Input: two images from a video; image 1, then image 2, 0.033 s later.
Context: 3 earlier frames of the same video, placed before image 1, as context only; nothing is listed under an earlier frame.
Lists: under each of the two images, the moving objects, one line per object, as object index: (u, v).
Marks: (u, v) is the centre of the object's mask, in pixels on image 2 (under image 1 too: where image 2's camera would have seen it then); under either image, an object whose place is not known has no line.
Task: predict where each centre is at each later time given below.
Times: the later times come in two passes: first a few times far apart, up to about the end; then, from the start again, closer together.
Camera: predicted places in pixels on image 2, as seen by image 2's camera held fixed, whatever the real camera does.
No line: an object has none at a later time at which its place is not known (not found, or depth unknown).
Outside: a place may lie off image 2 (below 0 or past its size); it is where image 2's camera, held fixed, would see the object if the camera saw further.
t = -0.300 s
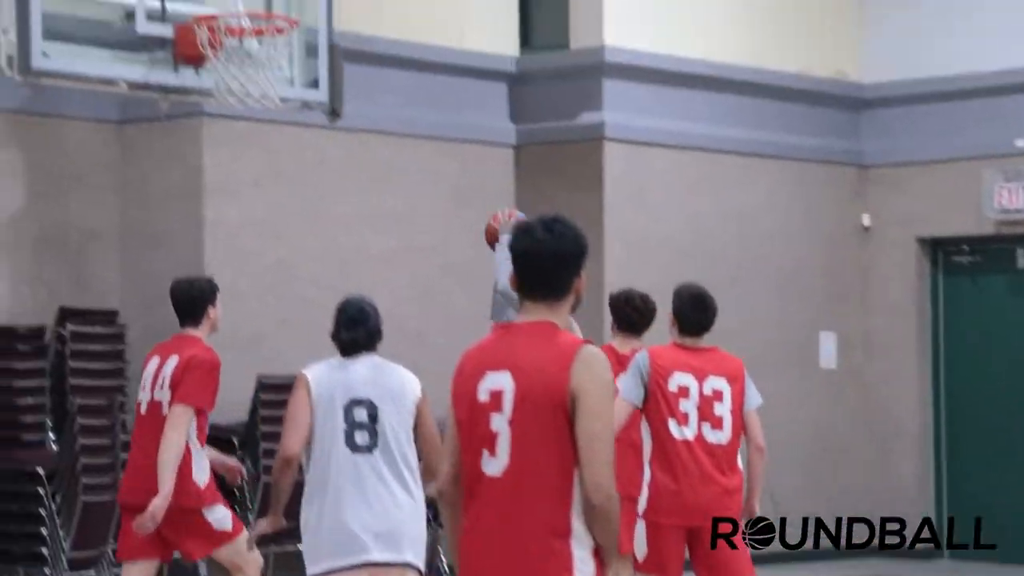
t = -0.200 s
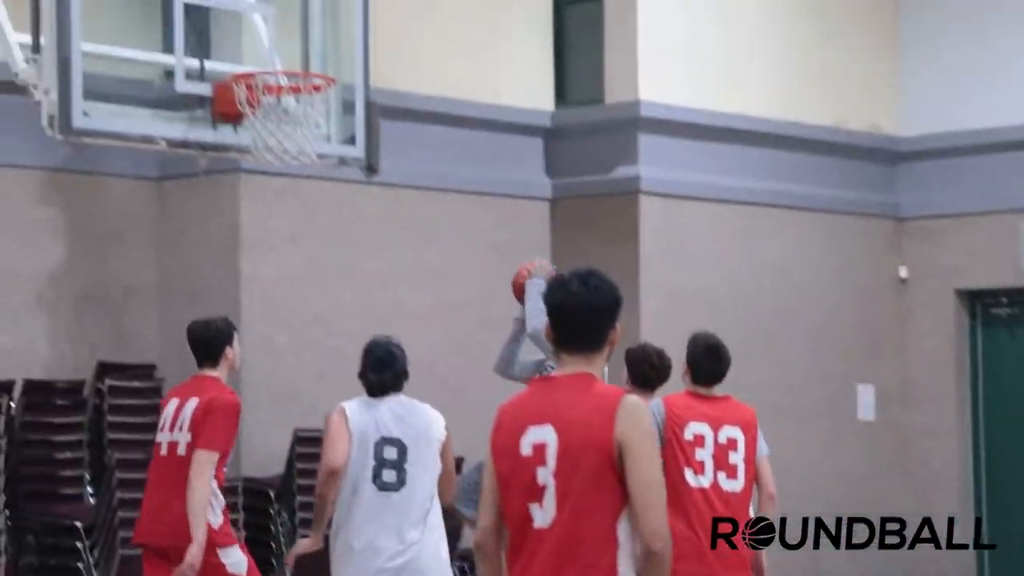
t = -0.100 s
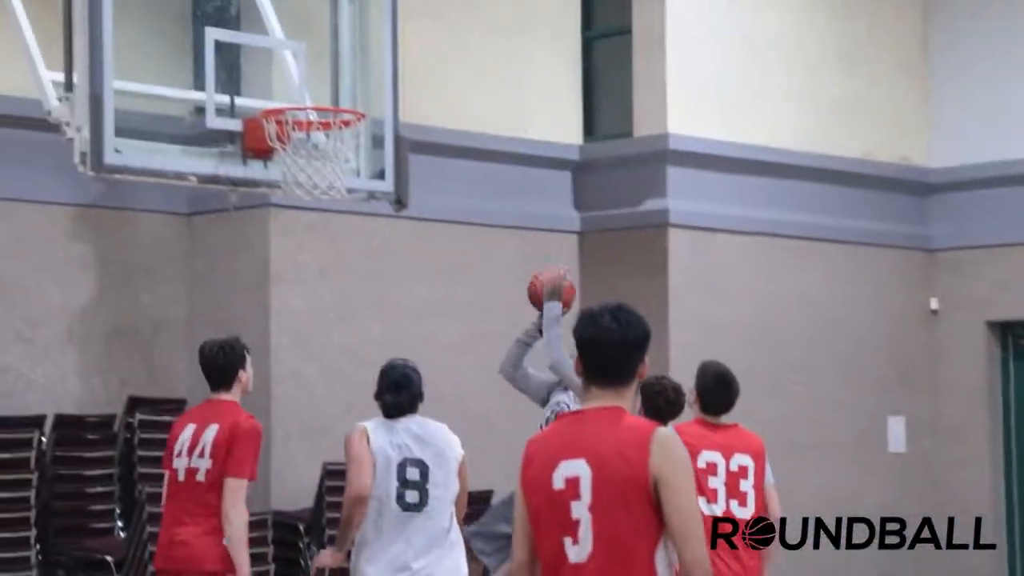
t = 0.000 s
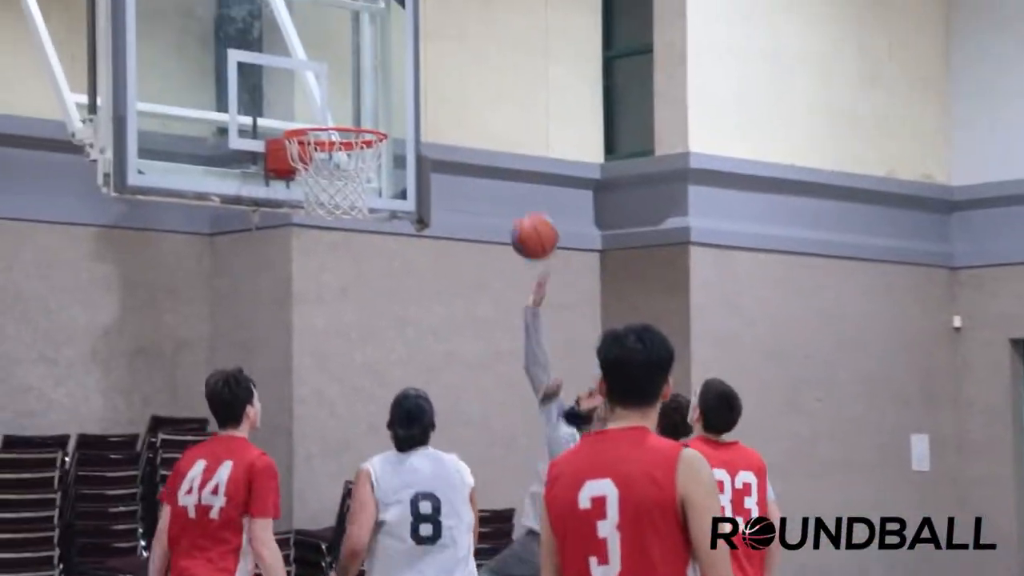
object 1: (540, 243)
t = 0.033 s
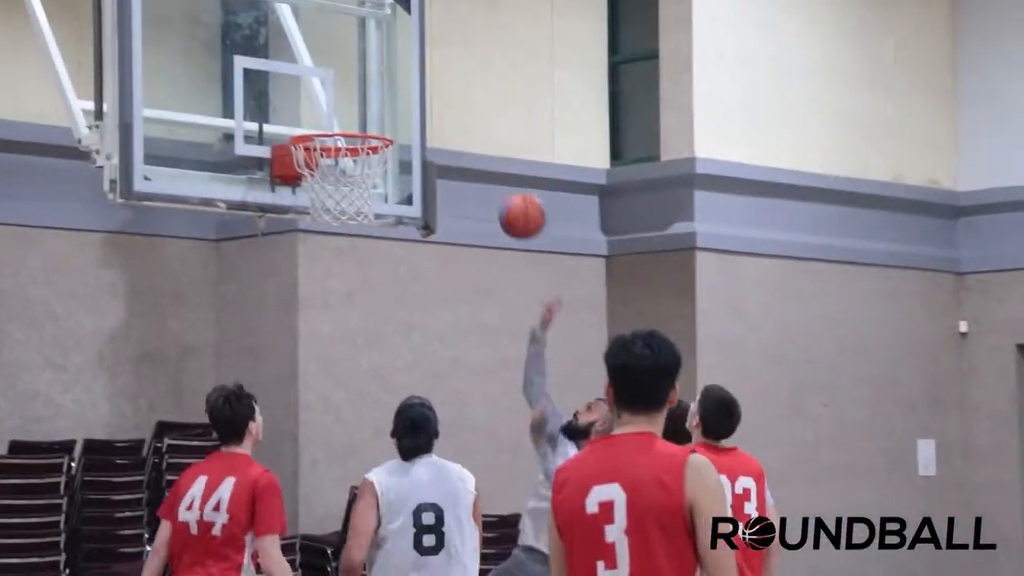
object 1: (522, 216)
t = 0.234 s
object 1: (414, 102)
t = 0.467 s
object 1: (313, 67)
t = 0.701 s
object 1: (284, 92)
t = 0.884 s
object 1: (263, 74)
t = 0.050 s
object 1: (513, 202)
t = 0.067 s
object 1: (504, 191)
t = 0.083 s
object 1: (496, 181)
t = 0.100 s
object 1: (486, 170)
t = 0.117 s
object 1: (477, 159)
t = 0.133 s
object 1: (468, 150)
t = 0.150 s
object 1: (459, 141)
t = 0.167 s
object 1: (451, 132)
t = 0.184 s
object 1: (441, 124)
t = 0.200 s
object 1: (432, 116)
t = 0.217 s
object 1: (424, 109)
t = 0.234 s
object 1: (414, 102)
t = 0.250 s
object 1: (404, 96)
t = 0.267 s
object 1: (395, 90)
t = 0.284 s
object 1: (386, 86)
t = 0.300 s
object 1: (377, 81)
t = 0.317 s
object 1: (368, 78)
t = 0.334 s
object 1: (358, 73)
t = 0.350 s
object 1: (349, 71)
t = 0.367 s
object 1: (340, 68)
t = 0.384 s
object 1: (330, 66)
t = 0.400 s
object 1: (323, 66)
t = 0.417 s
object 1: (320, 65)
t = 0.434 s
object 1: (318, 66)
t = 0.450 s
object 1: (316, 66)
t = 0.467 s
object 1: (313, 67)
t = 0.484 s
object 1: (311, 69)
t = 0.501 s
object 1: (309, 72)
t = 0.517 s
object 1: (306, 75)
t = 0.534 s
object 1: (304, 78)
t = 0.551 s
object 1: (301, 83)
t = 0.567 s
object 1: (299, 89)
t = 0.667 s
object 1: (287, 101)
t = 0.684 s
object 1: (285, 96)
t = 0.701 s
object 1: (284, 92)
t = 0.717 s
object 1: (281, 87)
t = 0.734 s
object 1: (280, 83)
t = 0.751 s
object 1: (278, 79)
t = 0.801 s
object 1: (272, 73)
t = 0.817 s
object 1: (270, 72)
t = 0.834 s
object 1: (269, 71)
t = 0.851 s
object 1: (267, 72)
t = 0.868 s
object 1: (265, 72)
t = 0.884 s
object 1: (263, 74)
